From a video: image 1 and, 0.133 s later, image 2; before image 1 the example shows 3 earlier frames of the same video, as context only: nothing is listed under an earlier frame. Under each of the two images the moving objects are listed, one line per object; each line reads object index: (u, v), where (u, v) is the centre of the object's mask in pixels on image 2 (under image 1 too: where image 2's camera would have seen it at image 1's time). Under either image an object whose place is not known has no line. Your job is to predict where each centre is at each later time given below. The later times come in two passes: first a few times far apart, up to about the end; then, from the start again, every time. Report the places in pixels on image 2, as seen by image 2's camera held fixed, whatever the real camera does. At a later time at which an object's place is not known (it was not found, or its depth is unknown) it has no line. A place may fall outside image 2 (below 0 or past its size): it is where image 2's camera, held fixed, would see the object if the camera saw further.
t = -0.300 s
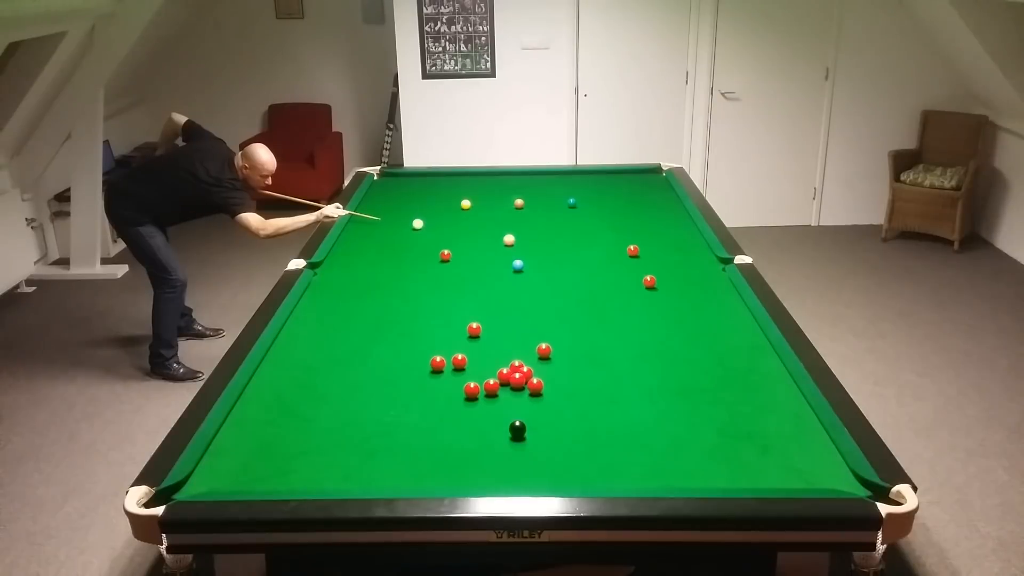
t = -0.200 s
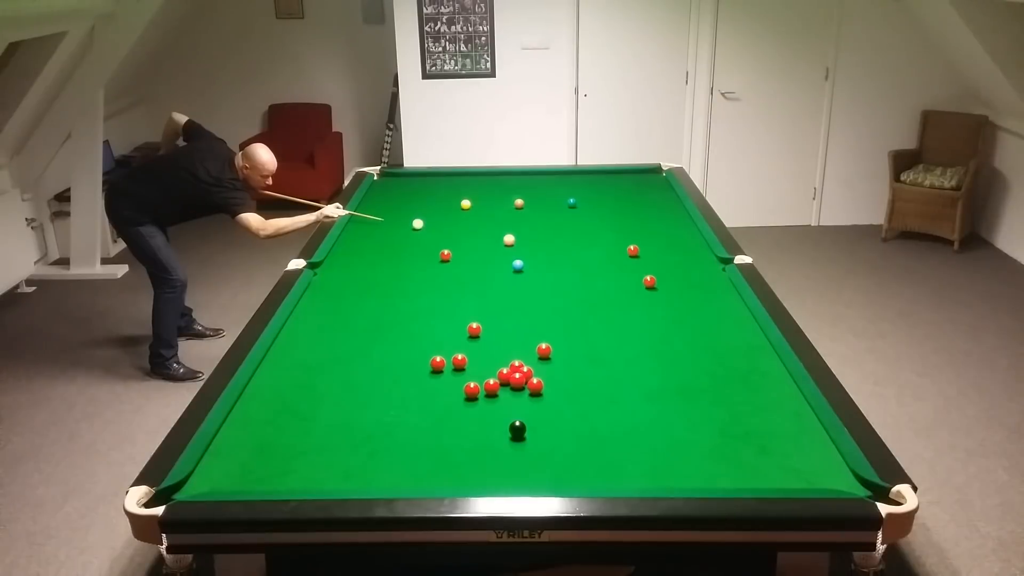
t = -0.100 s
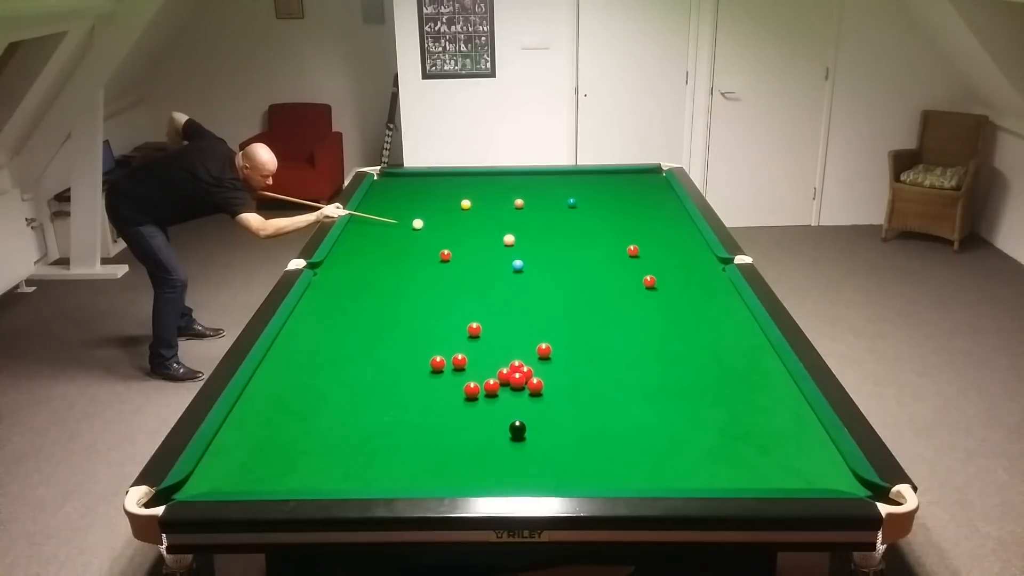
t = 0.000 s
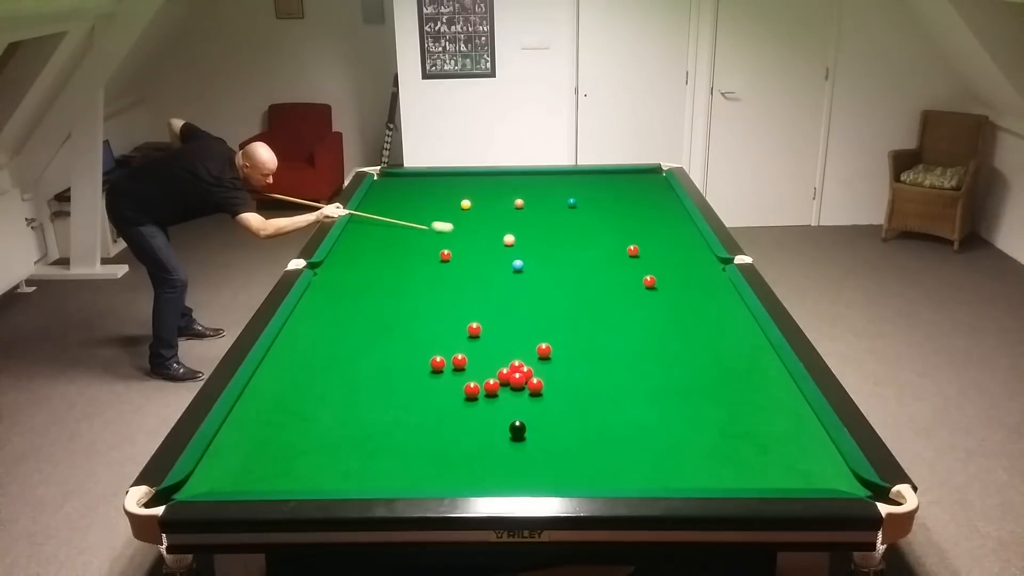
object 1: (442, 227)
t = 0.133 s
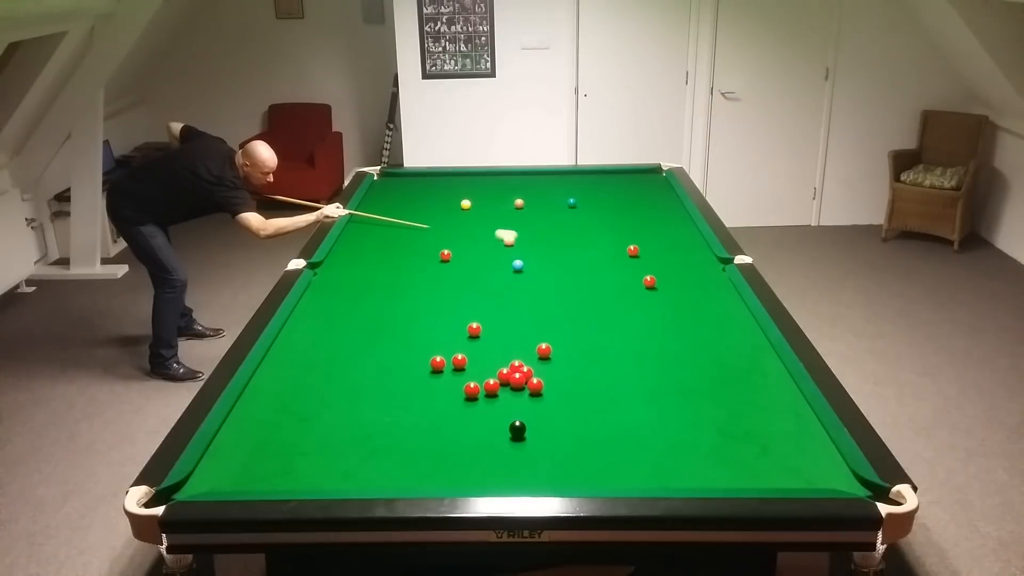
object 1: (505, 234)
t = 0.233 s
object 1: (551, 240)
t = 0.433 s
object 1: (623, 249)
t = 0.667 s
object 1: (627, 249)
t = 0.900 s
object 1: (630, 249)
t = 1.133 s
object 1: (632, 249)
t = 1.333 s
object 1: (632, 249)
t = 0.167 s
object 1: (522, 236)
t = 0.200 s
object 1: (536, 238)
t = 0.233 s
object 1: (551, 240)
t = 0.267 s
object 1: (567, 242)
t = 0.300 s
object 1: (581, 244)
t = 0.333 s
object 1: (595, 246)
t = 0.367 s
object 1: (610, 248)
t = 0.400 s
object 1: (620, 249)
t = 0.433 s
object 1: (623, 249)
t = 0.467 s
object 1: (623, 249)
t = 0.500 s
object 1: (624, 249)
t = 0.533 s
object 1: (624, 249)
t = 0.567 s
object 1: (625, 249)
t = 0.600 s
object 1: (626, 249)
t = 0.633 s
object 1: (626, 249)
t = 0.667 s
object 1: (627, 249)
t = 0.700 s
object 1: (627, 249)
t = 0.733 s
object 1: (628, 249)
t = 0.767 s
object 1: (628, 249)
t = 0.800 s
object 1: (629, 249)
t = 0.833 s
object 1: (629, 249)
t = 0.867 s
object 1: (629, 249)
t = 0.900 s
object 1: (630, 249)
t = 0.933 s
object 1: (630, 249)
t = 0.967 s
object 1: (630, 249)
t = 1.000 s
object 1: (631, 249)
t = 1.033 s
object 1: (631, 249)
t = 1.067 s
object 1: (631, 249)
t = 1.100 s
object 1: (632, 249)
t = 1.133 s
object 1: (632, 249)
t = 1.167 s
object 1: (632, 249)
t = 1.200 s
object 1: (632, 249)
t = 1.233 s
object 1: (632, 249)
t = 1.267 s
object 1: (632, 249)
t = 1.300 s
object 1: (632, 249)
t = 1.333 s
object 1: (632, 249)
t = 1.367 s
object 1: (633, 249)
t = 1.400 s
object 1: (633, 249)
